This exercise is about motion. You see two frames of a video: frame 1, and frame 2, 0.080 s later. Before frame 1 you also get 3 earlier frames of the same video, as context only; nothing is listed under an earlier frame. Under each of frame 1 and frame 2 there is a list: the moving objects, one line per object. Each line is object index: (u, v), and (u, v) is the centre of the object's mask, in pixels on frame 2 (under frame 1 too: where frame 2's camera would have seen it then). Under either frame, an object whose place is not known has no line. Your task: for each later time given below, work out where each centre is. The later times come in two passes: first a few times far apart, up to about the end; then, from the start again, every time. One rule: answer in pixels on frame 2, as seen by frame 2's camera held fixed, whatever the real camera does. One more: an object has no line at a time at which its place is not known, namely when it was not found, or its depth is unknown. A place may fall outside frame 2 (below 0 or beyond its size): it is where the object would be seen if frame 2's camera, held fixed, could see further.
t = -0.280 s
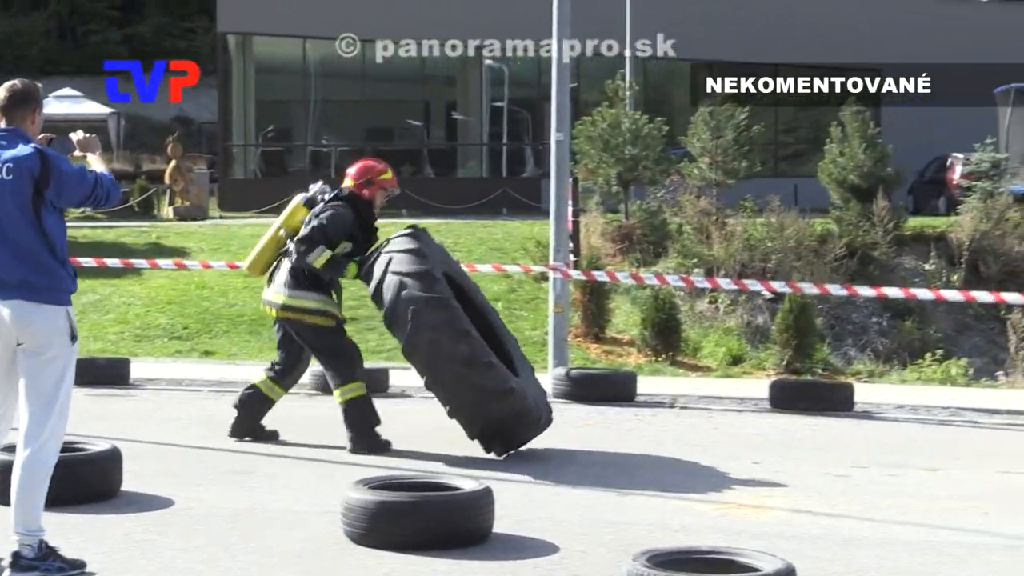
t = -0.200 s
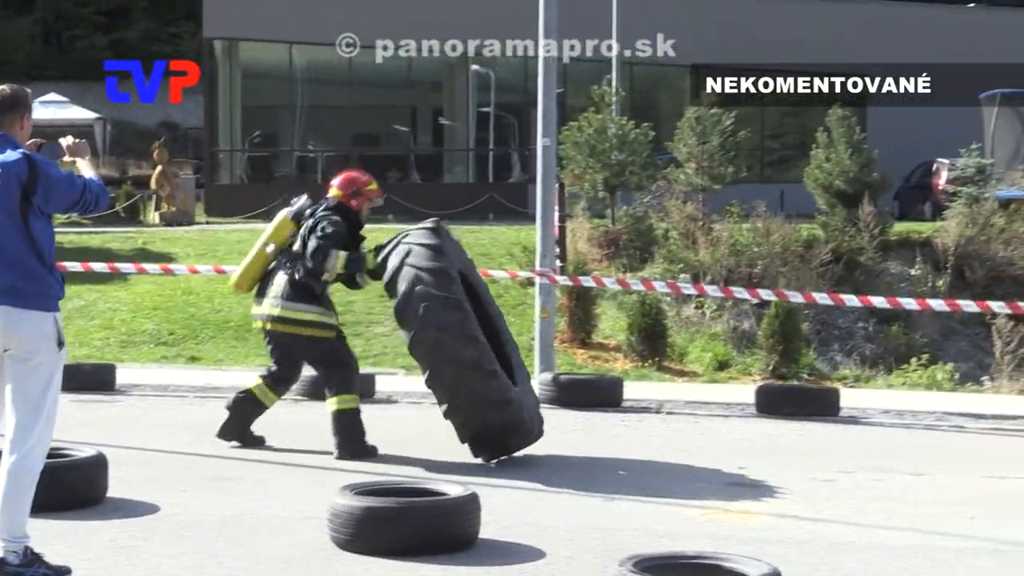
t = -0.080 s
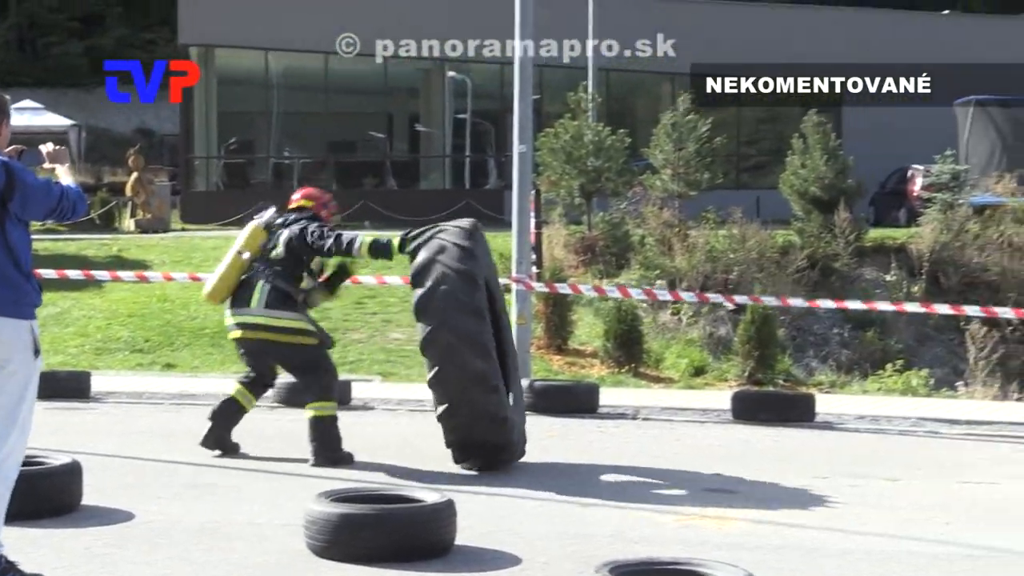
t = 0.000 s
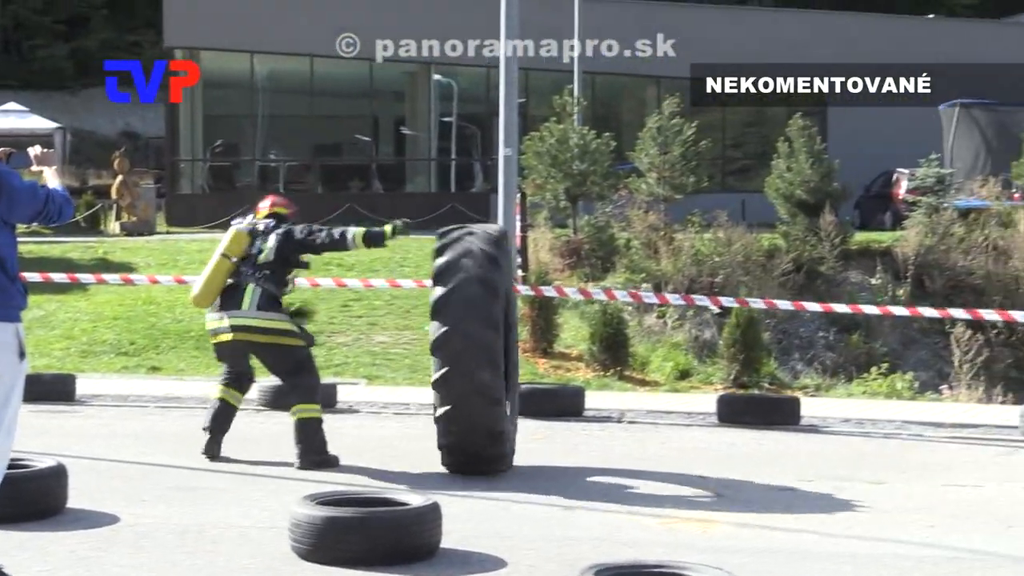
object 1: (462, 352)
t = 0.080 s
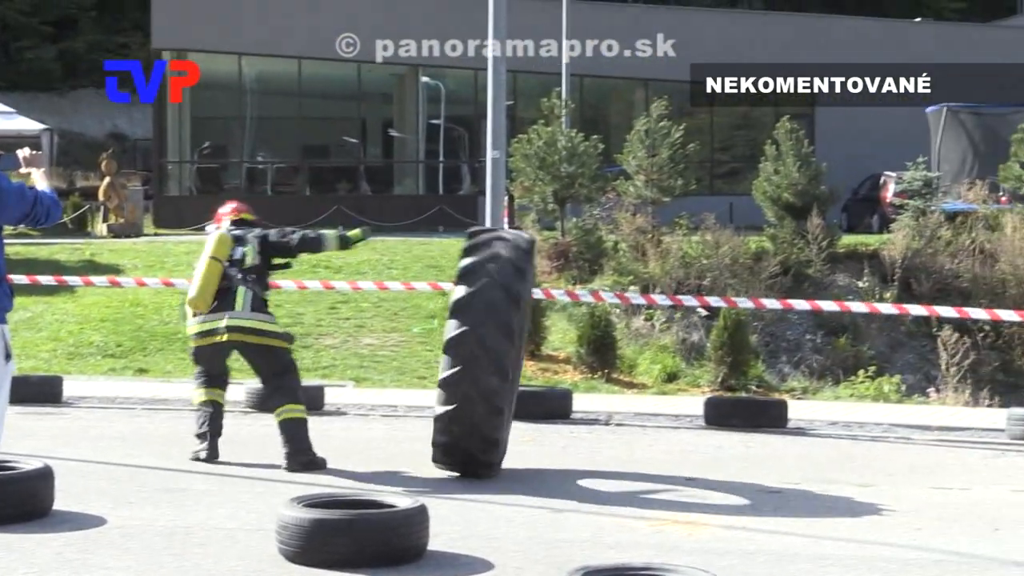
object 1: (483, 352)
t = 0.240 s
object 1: (527, 357)
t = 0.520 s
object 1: (609, 416)
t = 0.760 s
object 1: (647, 419)
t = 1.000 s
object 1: (662, 435)
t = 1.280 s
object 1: (668, 442)
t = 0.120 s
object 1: (494, 352)
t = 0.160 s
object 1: (504, 352)
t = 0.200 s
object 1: (516, 353)
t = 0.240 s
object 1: (527, 357)
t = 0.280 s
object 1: (538, 361)
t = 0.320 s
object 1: (550, 365)
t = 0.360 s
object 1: (562, 371)
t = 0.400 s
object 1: (574, 379)
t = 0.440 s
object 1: (585, 389)
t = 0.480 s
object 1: (597, 402)
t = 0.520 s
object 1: (609, 416)
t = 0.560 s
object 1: (620, 431)
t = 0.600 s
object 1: (630, 442)
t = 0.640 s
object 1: (638, 436)
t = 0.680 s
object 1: (642, 428)
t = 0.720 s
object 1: (644, 423)
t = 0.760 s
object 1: (647, 419)
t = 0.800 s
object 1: (648, 417)
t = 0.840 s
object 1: (651, 417)
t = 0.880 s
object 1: (652, 419)
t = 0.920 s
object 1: (656, 423)
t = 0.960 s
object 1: (659, 429)
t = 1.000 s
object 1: (662, 435)
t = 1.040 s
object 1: (665, 440)
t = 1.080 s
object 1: (664, 443)
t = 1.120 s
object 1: (666, 440)
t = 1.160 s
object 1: (667, 438)
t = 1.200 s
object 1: (667, 438)
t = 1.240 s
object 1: (666, 440)
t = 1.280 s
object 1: (668, 442)
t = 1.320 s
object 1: (667, 443)
